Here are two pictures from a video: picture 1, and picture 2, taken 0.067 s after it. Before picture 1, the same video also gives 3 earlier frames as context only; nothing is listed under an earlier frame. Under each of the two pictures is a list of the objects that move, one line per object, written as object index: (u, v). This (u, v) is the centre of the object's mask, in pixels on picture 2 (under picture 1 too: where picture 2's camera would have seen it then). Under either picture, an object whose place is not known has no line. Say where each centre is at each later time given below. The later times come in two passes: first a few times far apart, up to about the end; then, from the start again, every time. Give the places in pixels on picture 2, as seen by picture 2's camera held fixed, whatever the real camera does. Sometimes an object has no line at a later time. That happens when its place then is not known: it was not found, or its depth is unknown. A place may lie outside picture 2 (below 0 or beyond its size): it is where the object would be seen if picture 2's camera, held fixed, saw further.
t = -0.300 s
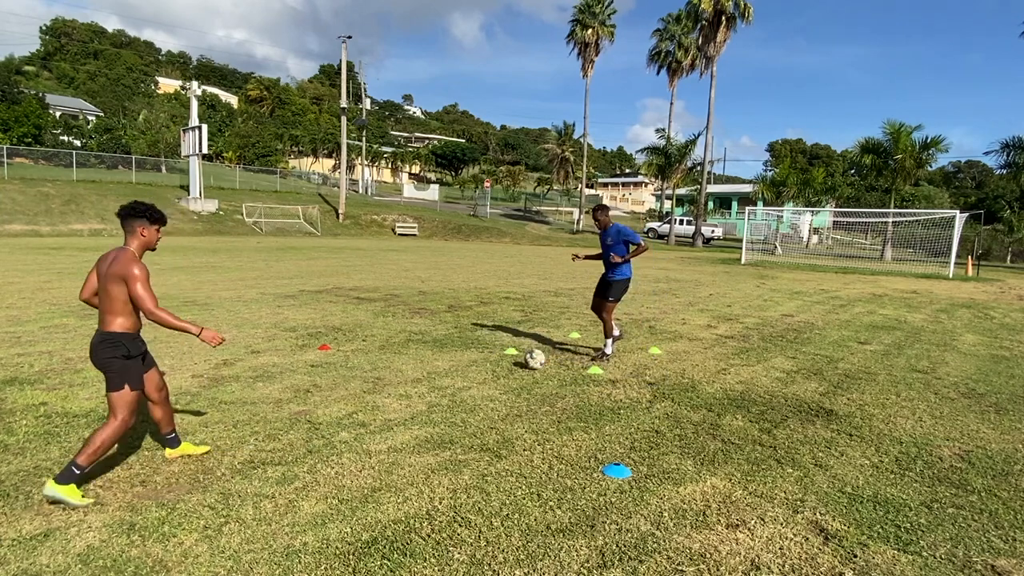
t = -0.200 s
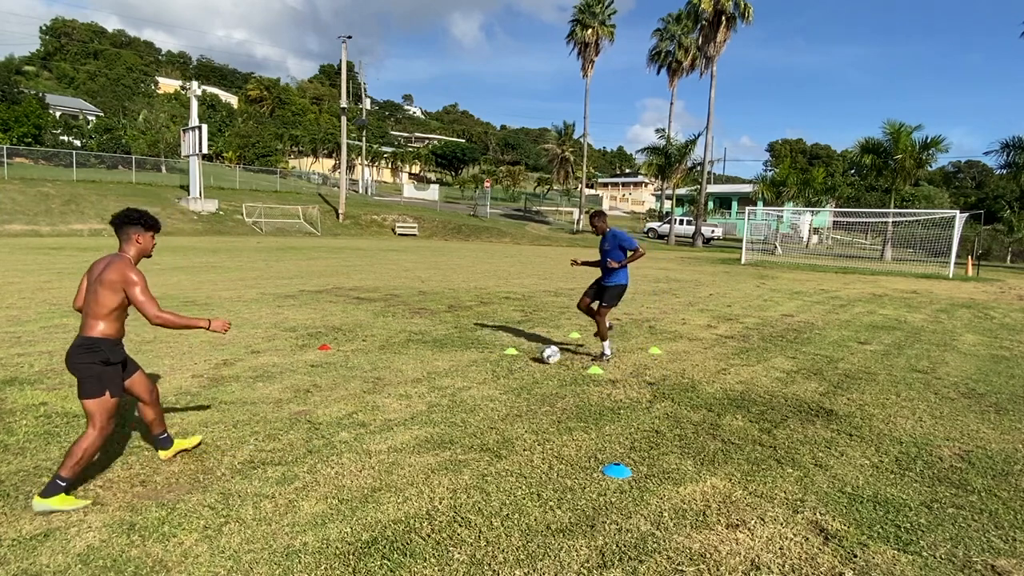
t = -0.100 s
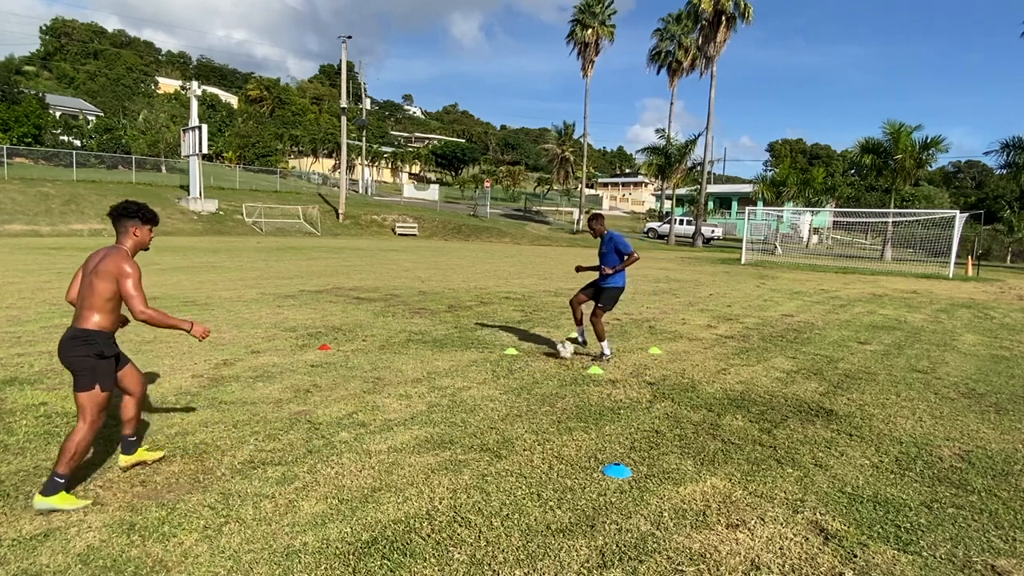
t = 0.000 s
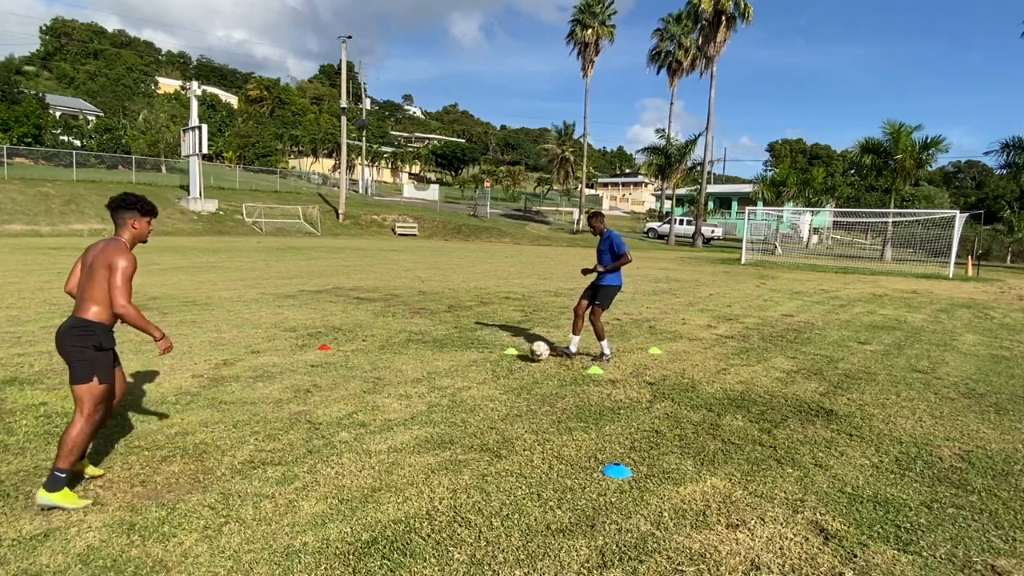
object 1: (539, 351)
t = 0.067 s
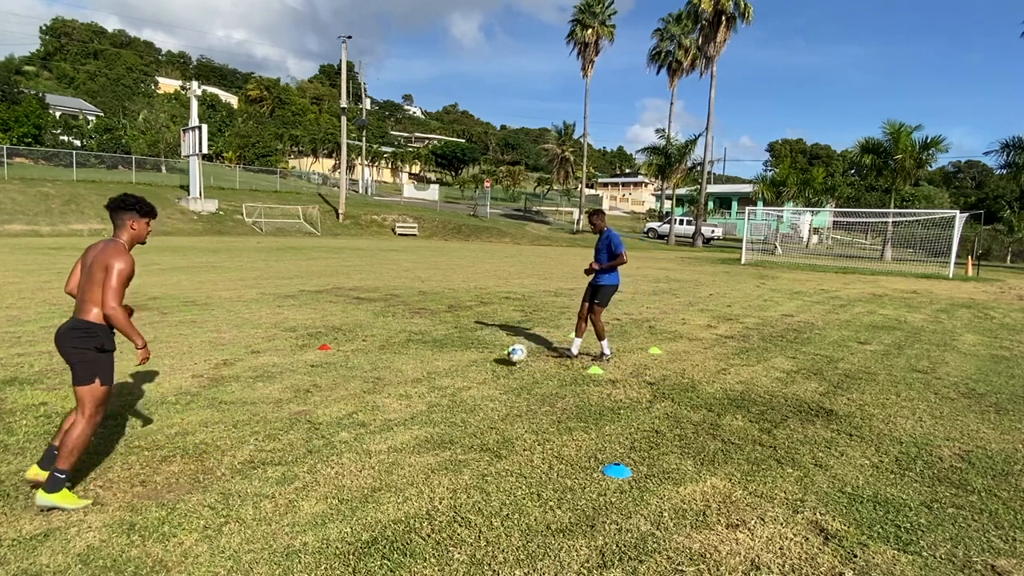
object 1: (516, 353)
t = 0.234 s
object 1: (455, 369)
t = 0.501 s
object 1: (352, 388)
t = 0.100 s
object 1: (504, 357)
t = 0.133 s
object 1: (492, 360)
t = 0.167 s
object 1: (479, 365)
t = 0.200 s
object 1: (466, 369)
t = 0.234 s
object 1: (455, 369)
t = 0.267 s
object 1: (444, 371)
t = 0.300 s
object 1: (431, 373)
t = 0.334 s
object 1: (419, 376)
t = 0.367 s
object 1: (406, 379)
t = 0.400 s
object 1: (393, 382)
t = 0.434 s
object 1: (380, 383)
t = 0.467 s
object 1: (366, 385)
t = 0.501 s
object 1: (352, 388)
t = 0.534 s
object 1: (337, 391)
